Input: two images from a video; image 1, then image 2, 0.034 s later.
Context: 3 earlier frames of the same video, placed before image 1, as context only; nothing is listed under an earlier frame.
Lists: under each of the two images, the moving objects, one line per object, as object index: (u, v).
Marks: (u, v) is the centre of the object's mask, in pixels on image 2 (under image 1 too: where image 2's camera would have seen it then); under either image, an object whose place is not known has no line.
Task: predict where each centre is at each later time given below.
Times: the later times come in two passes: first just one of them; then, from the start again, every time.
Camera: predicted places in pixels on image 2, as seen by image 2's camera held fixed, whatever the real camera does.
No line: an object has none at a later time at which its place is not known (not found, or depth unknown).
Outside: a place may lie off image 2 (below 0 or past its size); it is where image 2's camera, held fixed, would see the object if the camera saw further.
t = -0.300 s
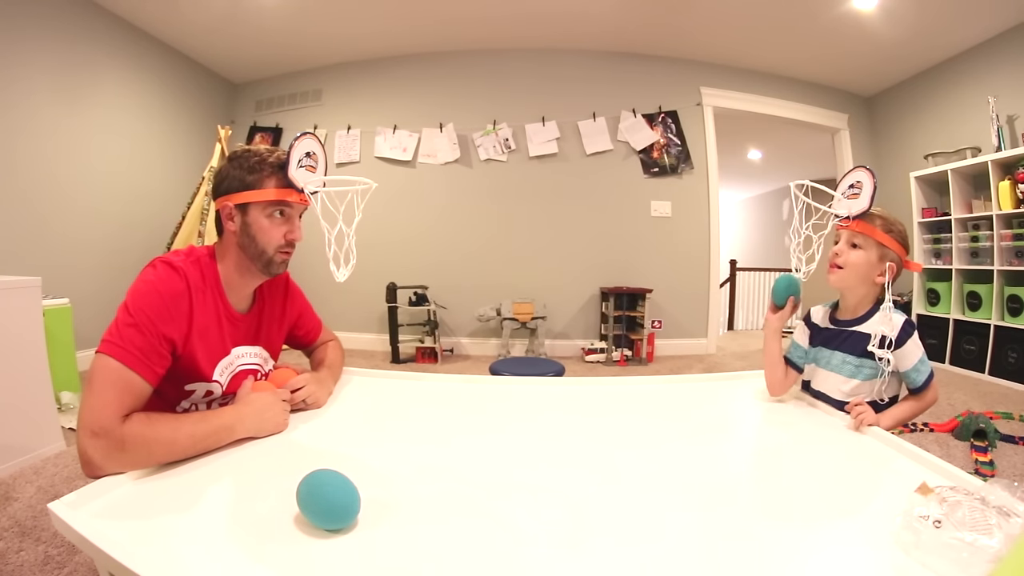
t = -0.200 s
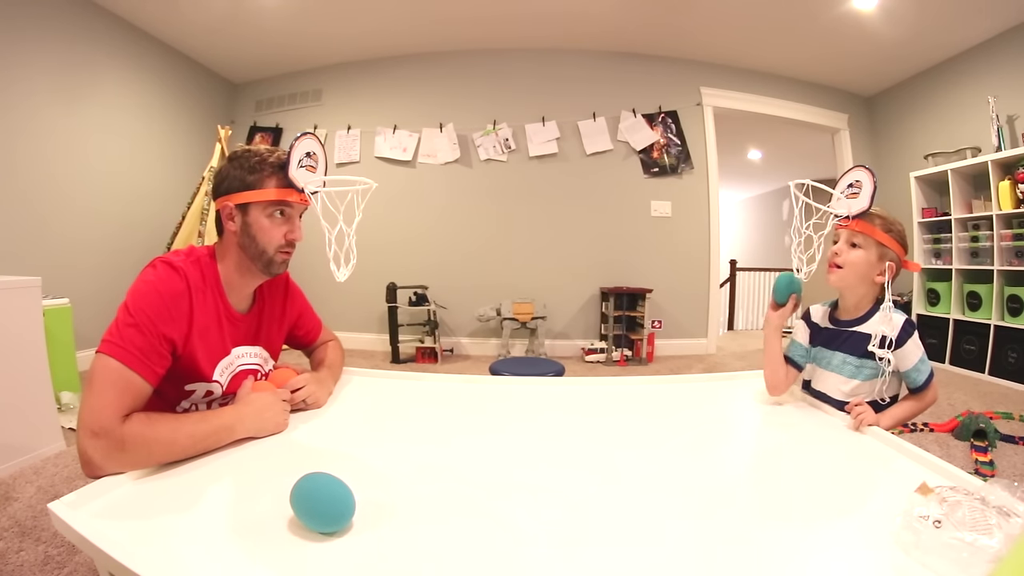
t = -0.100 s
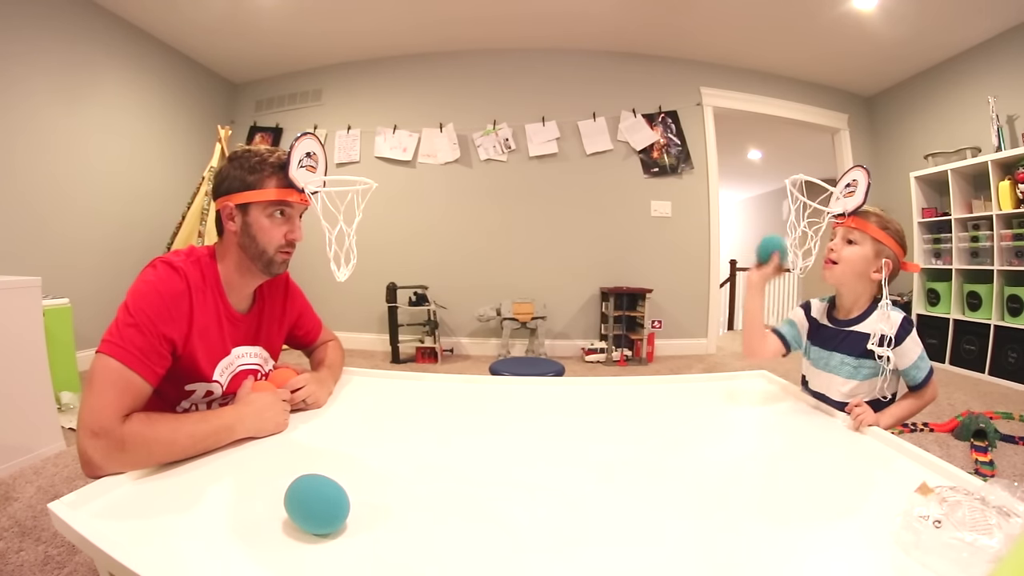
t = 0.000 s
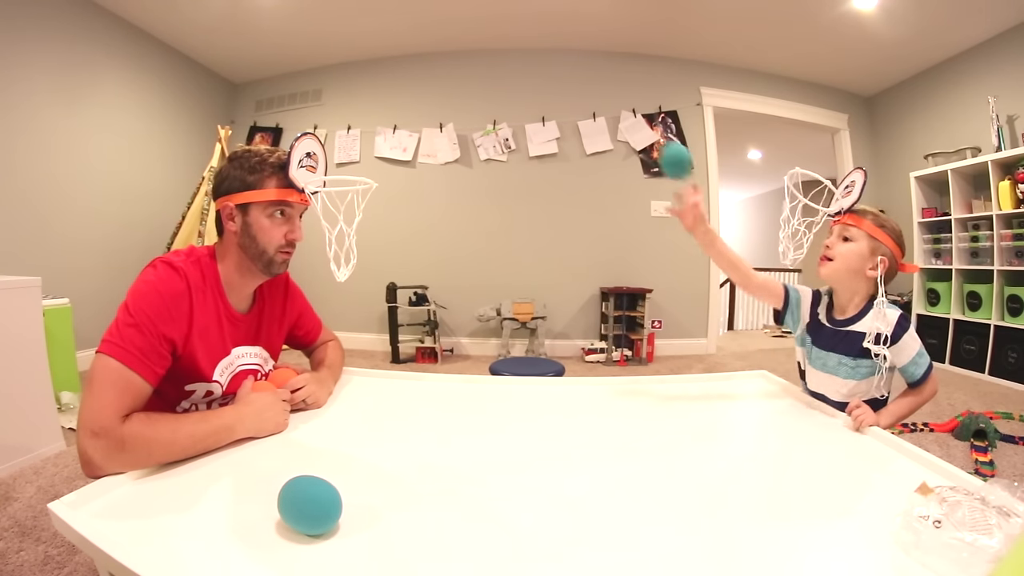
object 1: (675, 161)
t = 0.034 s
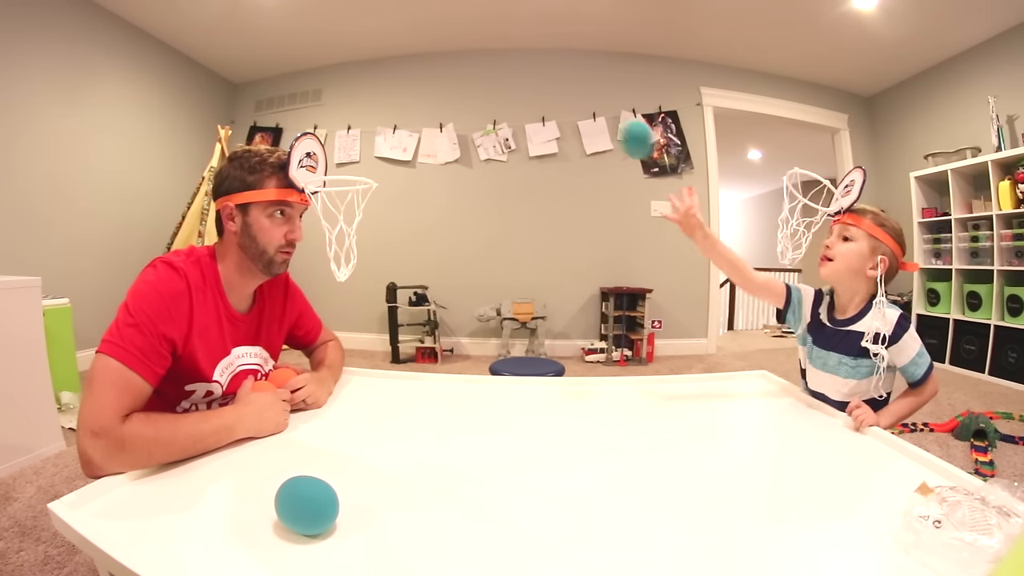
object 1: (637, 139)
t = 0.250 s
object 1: (387, 146)
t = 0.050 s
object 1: (617, 130)
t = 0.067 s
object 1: (597, 122)
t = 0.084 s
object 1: (577, 117)
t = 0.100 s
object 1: (558, 113)
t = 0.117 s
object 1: (538, 111)
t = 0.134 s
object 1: (518, 110)
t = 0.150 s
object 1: (499, 111)
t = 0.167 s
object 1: (480, 114)
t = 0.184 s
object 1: (461, 117)
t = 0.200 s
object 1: (442, 122)
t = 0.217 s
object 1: (423, 128)
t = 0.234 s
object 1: (405, 136)
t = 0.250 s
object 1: (387, 146)
